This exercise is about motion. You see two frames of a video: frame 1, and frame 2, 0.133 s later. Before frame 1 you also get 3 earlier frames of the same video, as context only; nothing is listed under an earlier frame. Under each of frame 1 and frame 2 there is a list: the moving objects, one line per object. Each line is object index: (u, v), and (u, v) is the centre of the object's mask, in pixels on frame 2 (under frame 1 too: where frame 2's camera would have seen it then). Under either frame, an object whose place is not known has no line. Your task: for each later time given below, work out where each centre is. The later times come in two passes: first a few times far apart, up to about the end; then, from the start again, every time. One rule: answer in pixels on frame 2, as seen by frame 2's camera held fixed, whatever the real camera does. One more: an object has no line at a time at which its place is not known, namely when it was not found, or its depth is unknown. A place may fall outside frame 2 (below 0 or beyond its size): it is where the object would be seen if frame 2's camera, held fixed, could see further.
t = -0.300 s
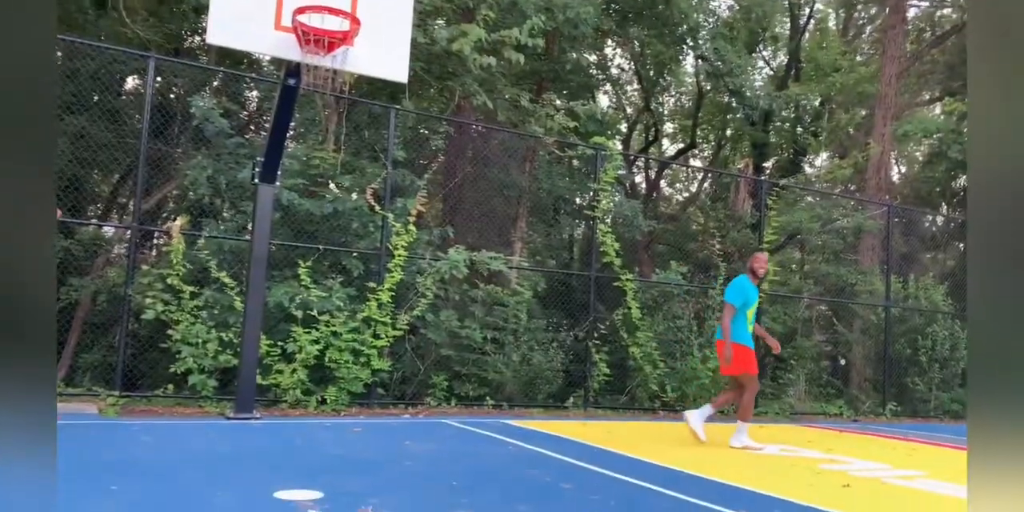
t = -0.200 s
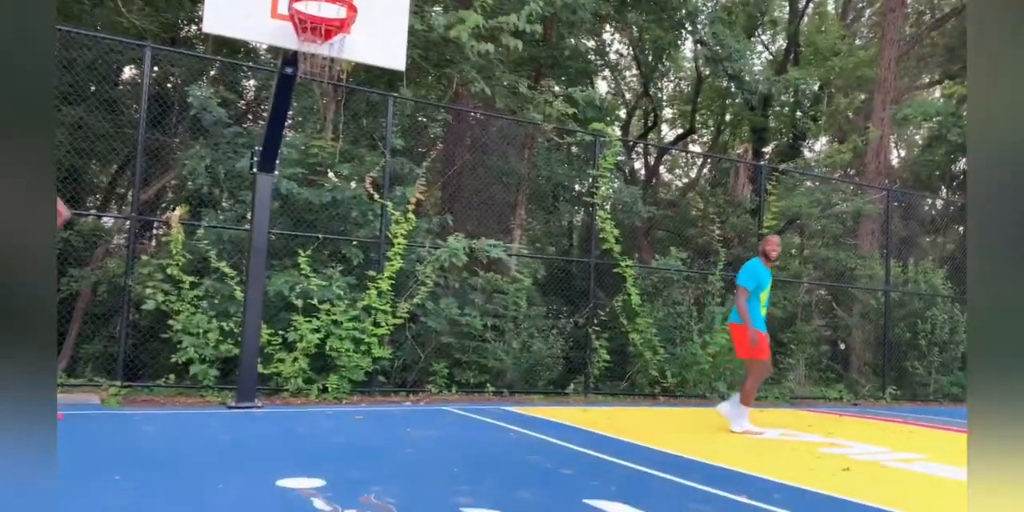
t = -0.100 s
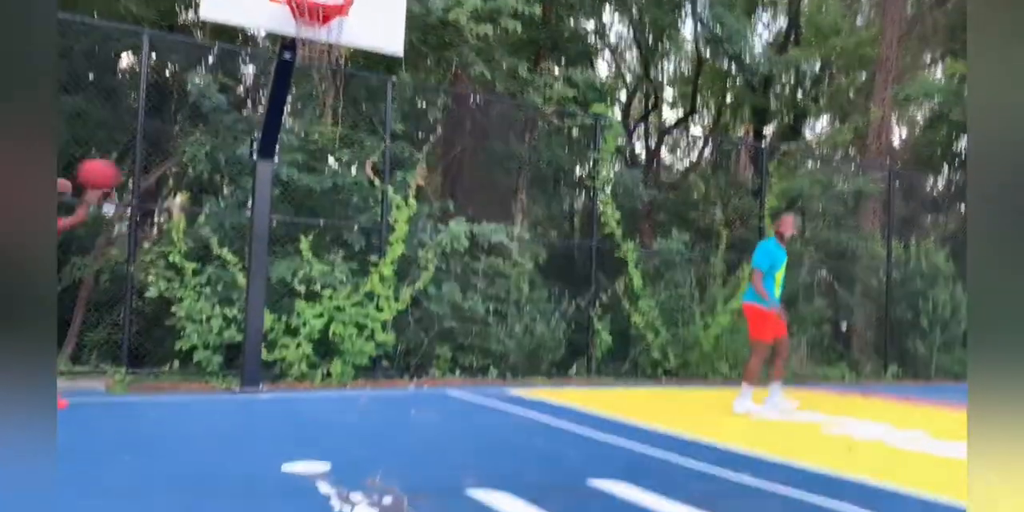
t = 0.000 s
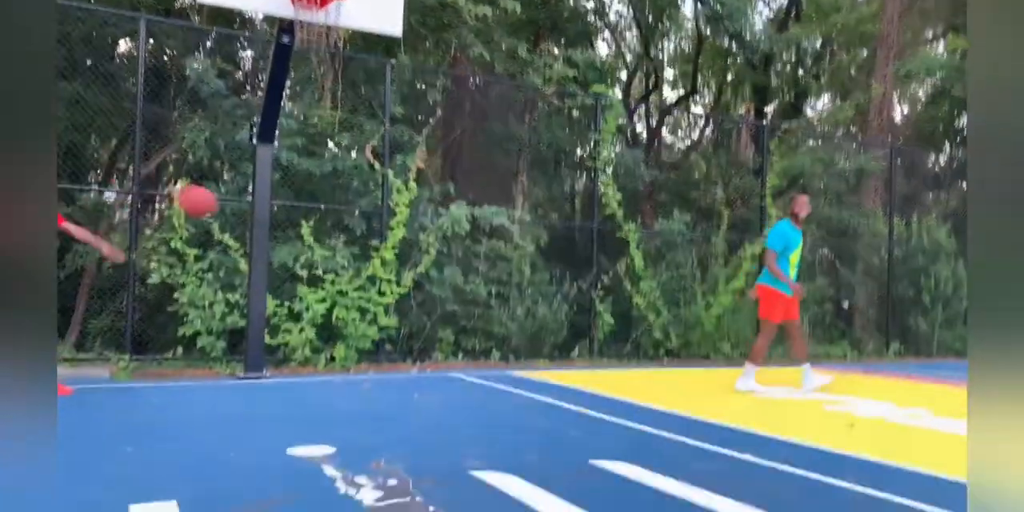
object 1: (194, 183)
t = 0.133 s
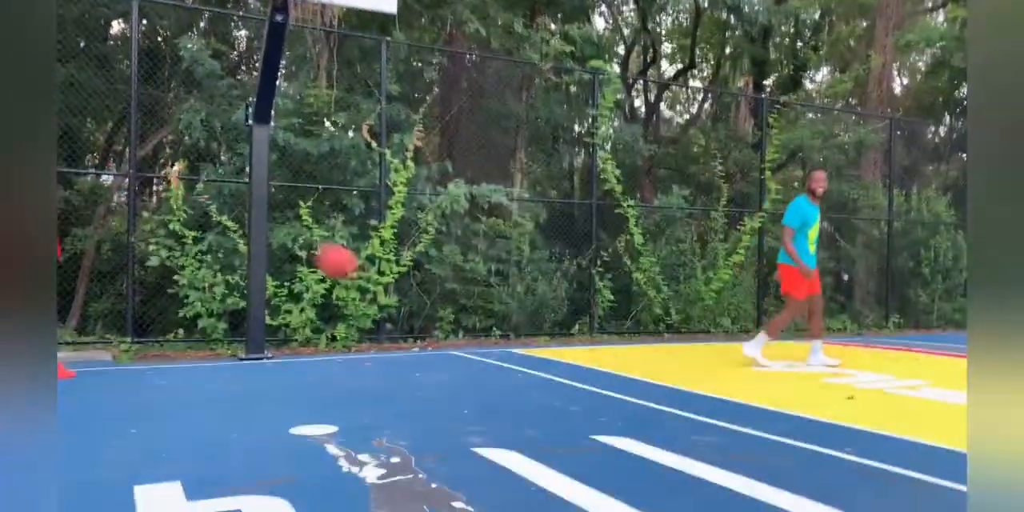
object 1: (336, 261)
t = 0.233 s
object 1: (450, 340)
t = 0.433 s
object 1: (606, 289)
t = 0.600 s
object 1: (728, 227)
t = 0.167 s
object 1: (375, 286)
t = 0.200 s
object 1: (413, 314)
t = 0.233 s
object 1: (450, 340)
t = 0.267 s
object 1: (491, 377)
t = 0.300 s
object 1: (517, 368)
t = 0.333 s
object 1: (540, 343)
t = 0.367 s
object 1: (561, 324)
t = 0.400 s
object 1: (584, 306)
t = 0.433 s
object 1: (606, 289)
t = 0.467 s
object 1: (629, 274)
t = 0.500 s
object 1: (654, 259)
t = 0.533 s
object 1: (678, 247)
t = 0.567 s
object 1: (703, 236)
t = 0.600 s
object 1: (728, 227)
